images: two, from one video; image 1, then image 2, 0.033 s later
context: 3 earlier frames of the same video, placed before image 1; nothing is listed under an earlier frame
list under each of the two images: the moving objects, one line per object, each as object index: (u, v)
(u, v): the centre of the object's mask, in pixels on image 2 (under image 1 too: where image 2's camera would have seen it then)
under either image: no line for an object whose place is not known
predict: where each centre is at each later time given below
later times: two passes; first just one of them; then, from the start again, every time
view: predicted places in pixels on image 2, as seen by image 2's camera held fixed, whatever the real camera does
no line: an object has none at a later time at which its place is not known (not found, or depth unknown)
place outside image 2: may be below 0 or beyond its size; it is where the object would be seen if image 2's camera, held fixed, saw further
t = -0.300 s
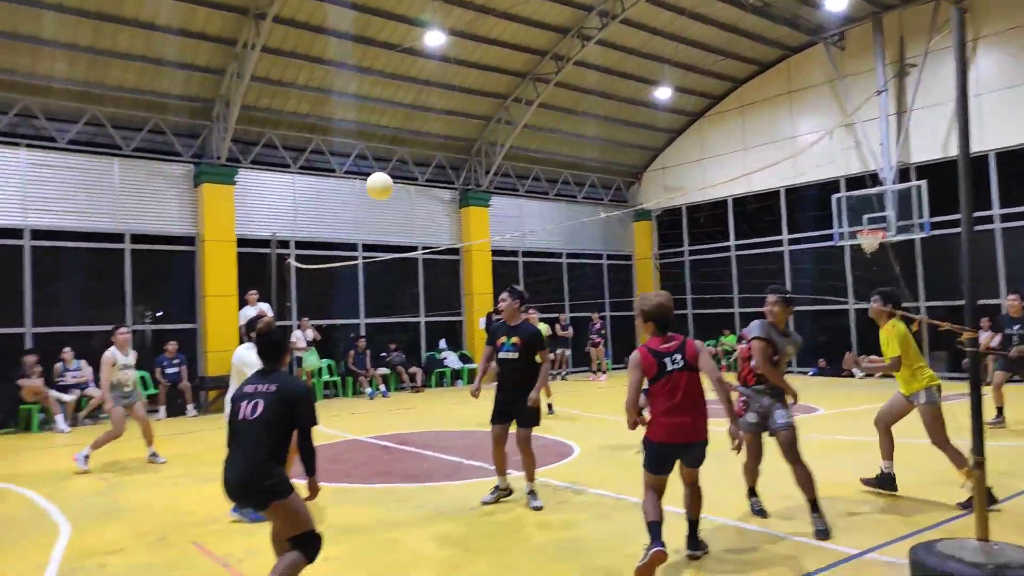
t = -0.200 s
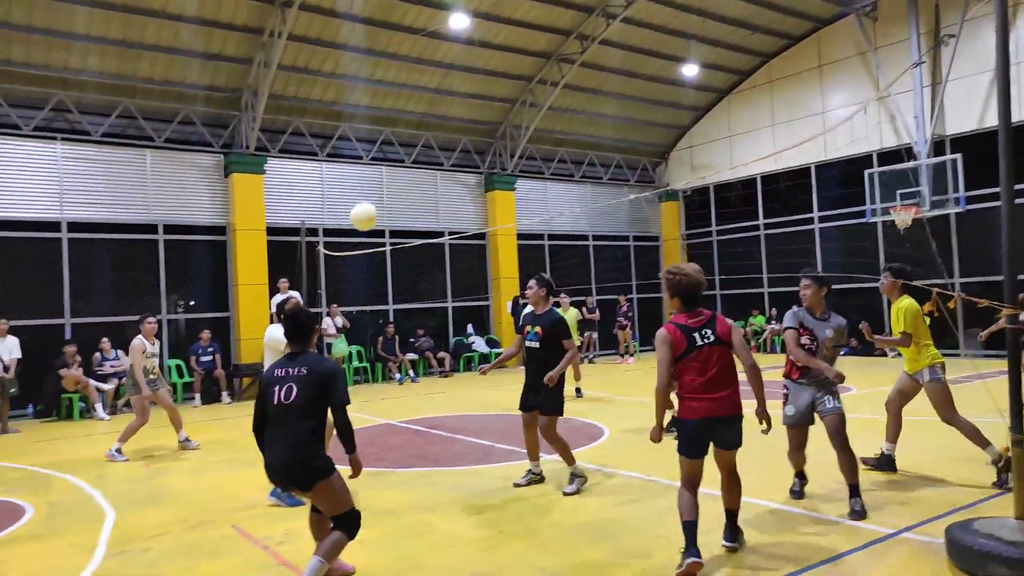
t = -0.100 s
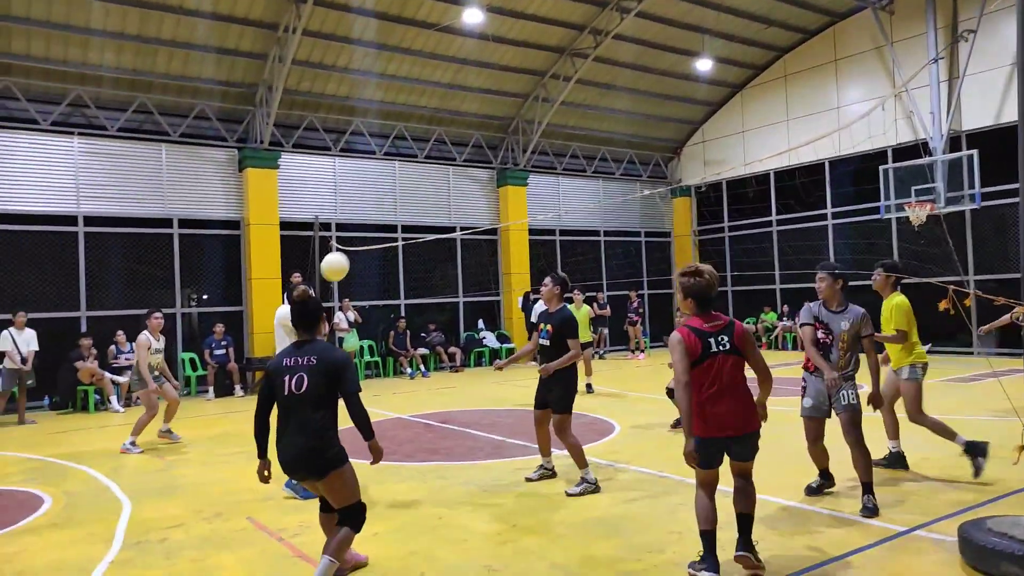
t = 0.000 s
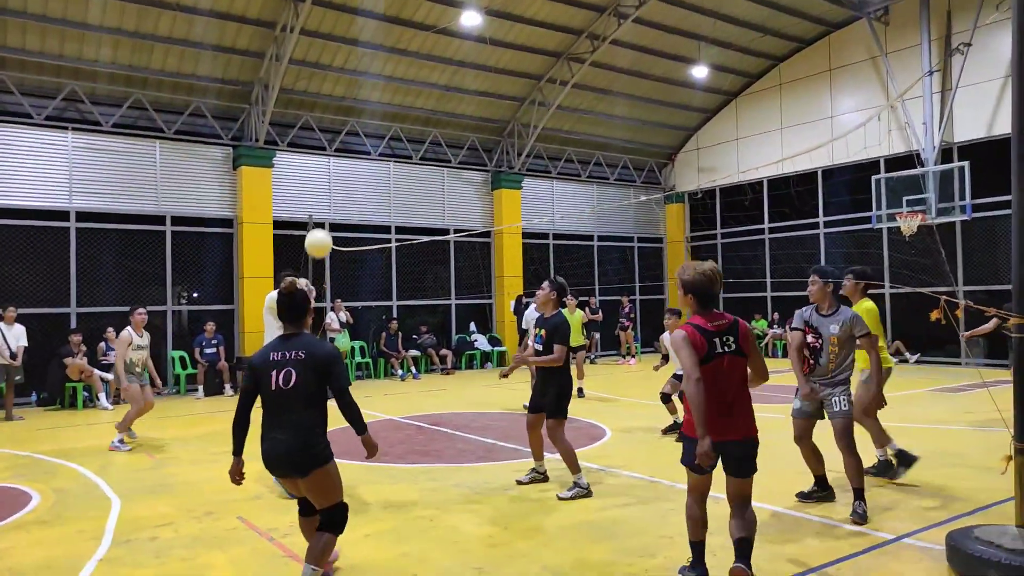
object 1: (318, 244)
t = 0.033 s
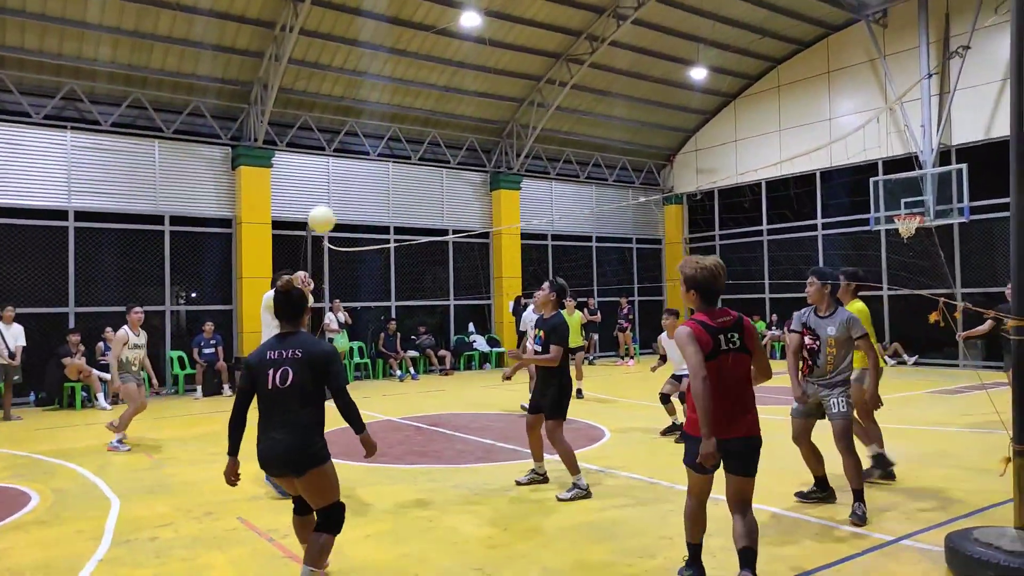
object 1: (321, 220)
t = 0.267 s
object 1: (347, 93)
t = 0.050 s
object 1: (324, 208)
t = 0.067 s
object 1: (326, 196)
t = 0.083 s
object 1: (328, 186)
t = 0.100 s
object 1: (330, 175)
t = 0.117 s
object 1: (331, 165)
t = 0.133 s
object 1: (333, 155)
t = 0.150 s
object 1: (334, 146)
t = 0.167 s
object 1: (336, 138)
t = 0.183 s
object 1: (338, 129)
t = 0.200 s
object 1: (340, 121)
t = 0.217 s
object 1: (342, 113)
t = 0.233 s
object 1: (343, 106)
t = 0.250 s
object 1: (345, 99)
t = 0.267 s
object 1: (347, 93)
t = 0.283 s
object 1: (348, 87)
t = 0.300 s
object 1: (350, 81)
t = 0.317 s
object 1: (351, 76)
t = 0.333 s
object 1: (353, 71)
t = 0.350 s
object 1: (355, 66)
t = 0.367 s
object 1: (357, 62)
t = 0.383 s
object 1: (359, 58)
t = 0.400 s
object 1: (361, 54)
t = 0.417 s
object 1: (363, 50)
